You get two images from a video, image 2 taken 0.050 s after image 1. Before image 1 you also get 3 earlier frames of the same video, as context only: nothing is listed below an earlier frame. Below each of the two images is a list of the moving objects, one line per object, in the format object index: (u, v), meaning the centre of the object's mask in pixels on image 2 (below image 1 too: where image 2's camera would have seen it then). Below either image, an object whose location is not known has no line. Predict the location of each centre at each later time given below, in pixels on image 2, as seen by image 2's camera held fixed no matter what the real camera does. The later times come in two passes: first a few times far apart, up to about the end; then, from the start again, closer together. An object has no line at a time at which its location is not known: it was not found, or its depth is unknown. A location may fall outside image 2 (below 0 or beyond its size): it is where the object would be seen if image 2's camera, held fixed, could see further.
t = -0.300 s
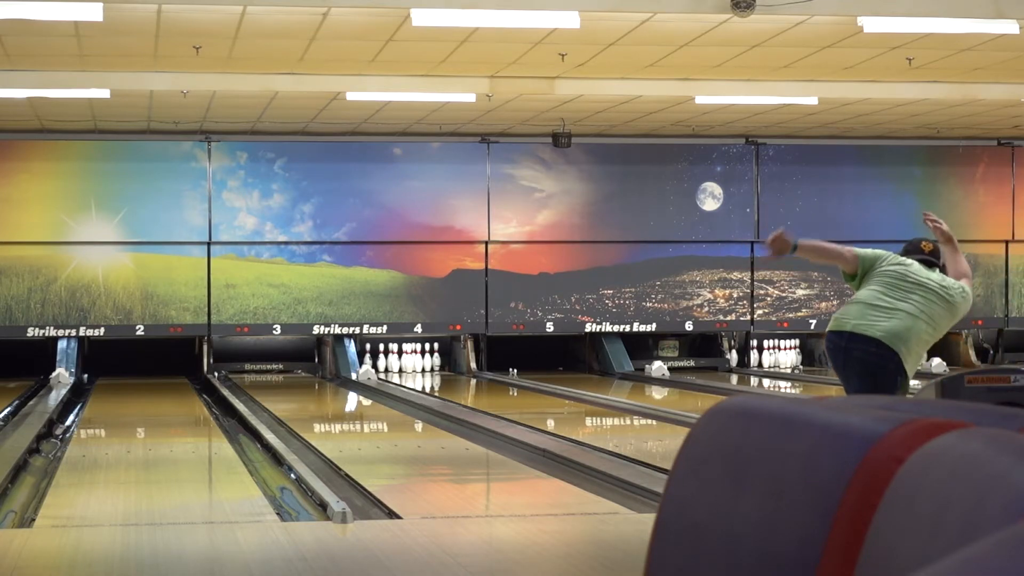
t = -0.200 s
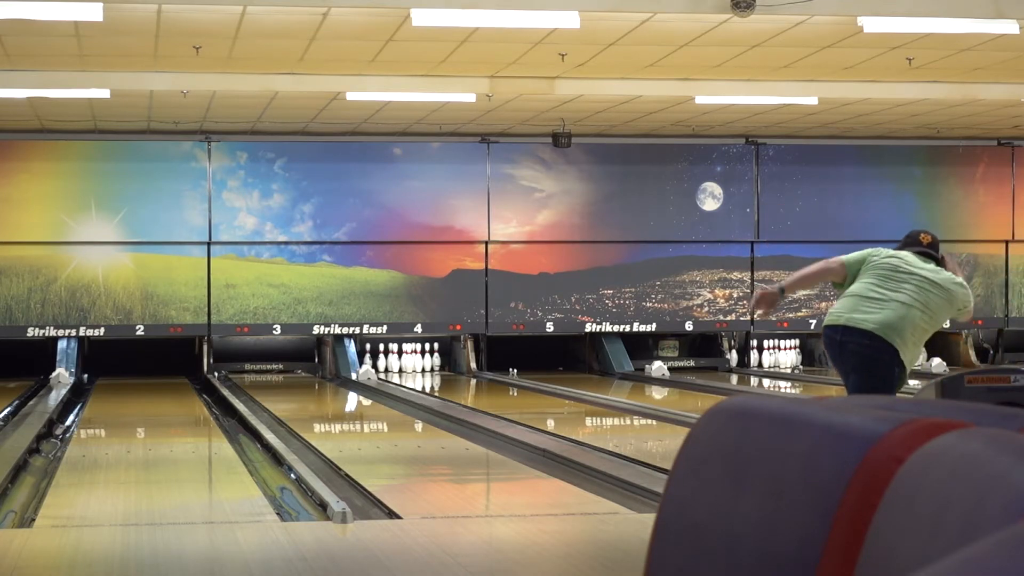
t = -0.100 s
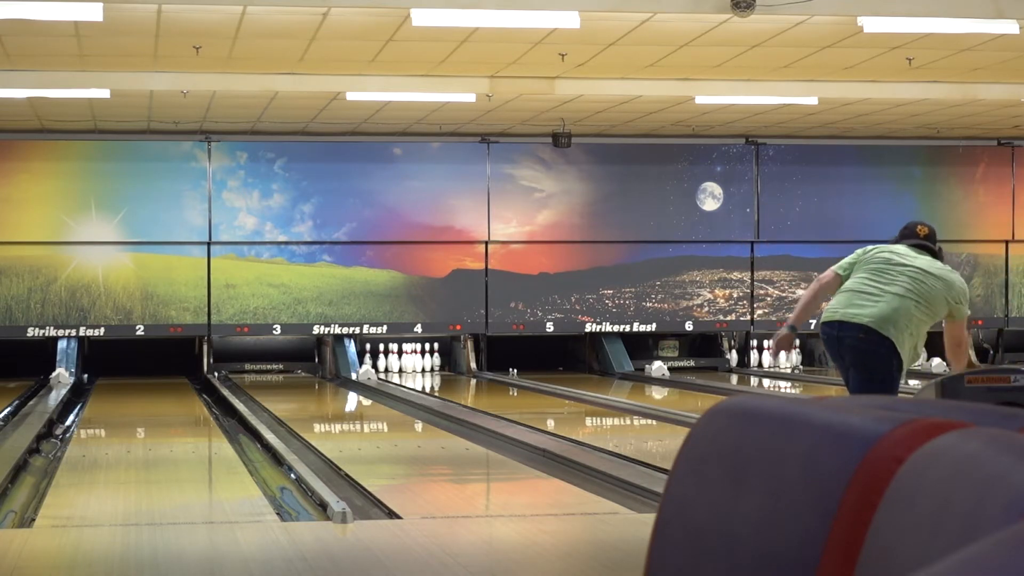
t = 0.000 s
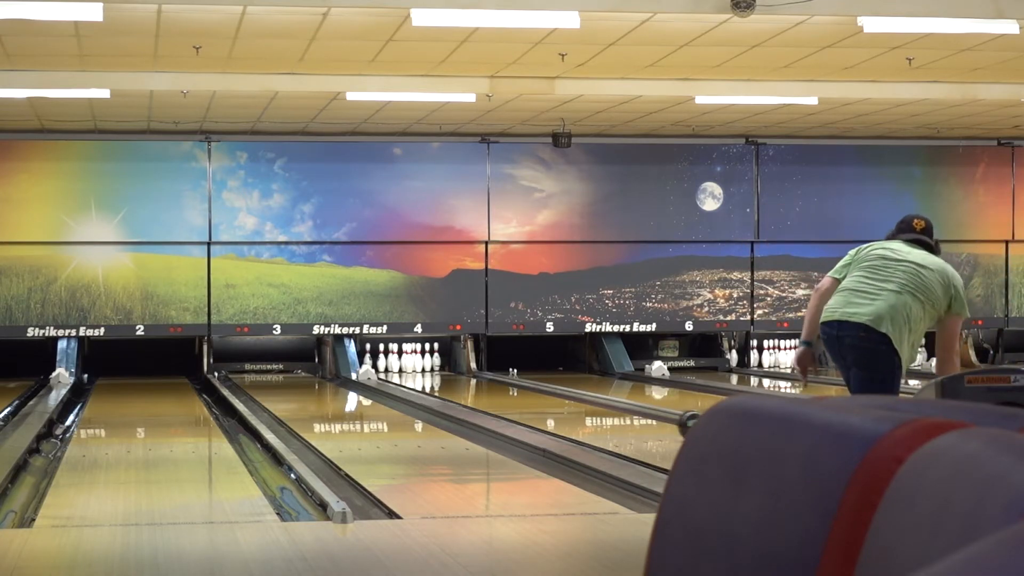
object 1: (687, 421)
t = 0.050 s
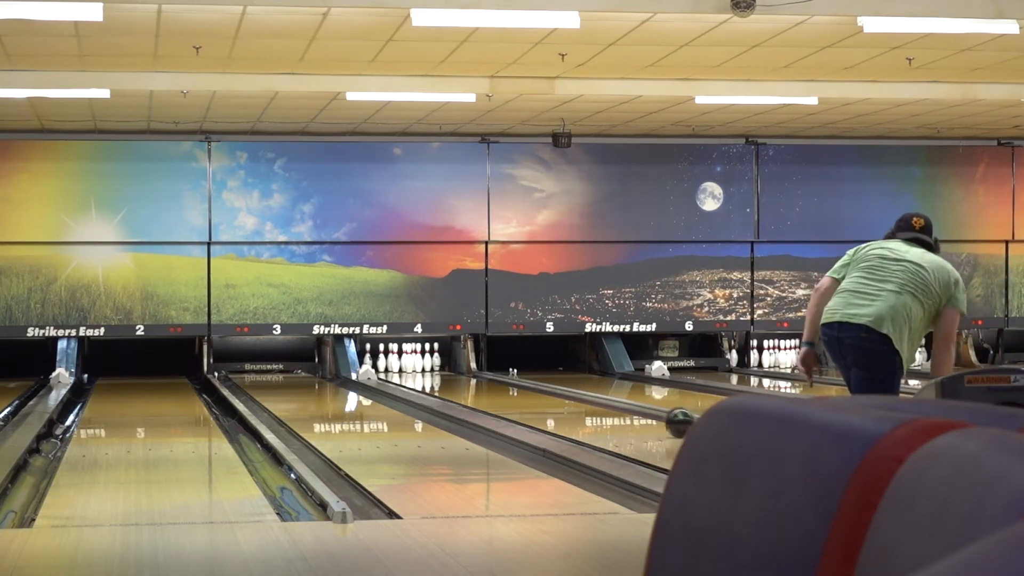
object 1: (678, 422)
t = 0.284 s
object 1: (626, 408)
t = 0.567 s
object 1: (575, 396)
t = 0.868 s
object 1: (531, 386)
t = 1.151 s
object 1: (497, 377)
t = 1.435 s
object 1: (464, 371)
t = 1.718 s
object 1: (433, 367)
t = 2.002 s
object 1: (416, 363)
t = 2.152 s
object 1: (417, 362)
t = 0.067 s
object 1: (676, 421)
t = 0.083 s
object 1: (671, 420)
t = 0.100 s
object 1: (667, 419)
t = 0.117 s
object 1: (663, 418)
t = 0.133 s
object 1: (659, 417)
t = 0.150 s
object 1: (655, 416)
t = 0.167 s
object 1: (651, 415)
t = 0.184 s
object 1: (647, 414)
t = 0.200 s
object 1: (644, 413)
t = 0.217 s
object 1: (640, 412)
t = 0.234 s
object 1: (636, 411)
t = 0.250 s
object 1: (633, 410)
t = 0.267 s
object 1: (630, 409)
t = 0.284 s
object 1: (626, 408)
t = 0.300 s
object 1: (623, 406)
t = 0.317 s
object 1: (618, 404)
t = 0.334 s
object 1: (616, 406)
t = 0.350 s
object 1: (613, 405)
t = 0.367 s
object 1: (609, 404)
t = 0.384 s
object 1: (607, 404)
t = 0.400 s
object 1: (604, 403)
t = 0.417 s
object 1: (600, 403)
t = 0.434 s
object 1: (598, 402)
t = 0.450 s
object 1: (595, 401)
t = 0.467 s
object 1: (591, 400)
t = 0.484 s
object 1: (588, 400)
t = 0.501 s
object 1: (586, 399)
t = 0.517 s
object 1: (583, 399)
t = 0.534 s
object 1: (580, 397)
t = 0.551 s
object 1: (577, 397)
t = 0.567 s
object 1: (575, 396)
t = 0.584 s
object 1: (572, 395)
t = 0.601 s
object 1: (569, 395)
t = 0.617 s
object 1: (567, 394)
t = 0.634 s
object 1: (565, 394)
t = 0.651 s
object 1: (562, 393)
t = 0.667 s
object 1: (559, 393)
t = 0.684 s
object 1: (557, 392)
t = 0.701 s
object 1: (555, 392)
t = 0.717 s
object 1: (552, 390)
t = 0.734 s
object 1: (550, 390)
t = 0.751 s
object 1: (547, 389)
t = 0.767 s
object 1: (545, 388)
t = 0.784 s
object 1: (542, 388)
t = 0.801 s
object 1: (540, 388)
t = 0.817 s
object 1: (538, 387)
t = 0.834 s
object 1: (535, 387)
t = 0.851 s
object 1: (533, 387)
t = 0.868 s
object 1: (531, 386)
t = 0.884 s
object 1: (529, 386)
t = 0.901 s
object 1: (527, 384)
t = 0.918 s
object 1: (525, 383)
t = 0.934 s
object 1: (523, 383)
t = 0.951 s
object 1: (520, 383)
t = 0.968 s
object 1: (519, 383)
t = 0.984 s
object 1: (516, 382)
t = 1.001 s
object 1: (514, 381)
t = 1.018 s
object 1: (512, 381)
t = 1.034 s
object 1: (510, 381)
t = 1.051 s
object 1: (508, 380)
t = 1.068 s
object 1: (507, 380)
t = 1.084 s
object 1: (505, 379)
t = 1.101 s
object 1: (503, 378)
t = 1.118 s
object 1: (501, 378)
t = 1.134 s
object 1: (498, 378)
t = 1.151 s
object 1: (497, 377)
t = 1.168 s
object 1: (494, 377)
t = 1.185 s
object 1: (493, 376)
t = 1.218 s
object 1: (489, 376)
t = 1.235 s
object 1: (487, 376)
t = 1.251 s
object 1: (486, 376)
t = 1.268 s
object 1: (484, 375)
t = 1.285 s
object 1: (482, 375)
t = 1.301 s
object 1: (479, 375)
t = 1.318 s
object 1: (478, 374)
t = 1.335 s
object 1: (475, 373)
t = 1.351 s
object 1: (474, 373)
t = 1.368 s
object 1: (471, 373)
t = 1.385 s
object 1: (470, 373)
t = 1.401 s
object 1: (468, 372)
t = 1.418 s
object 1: (467, 372)
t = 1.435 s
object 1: (464, 371)
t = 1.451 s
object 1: (463, 371)
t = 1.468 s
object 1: (461, 371)
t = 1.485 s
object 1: (458, 371)
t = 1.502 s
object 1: (456, 370)
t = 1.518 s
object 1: (454, 371)
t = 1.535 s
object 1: (453, 370)
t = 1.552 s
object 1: (451, 369)
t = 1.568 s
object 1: (450, 369)
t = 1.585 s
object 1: (449, 369)
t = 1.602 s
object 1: (446, 368)
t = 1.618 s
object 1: (444, 368)
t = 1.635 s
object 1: (442, 368)
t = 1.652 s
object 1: (440, 368)
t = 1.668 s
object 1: (438, 368)
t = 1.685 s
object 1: (437, 367)
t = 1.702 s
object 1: (435, 367)
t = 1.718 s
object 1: (433, 367)
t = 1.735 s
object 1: (431, 366)
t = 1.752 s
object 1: (428, 366)
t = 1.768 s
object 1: (427, 366)
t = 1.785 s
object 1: (425, 366)
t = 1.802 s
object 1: (423, 365)
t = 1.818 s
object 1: (421, 365)
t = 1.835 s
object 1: (420, 365)
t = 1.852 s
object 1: (418, 365)
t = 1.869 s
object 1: (418, 365)
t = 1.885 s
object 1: (417, 364)
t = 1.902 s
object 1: (417, 364)
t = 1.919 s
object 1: (417, 364)
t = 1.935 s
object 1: (417, 364)
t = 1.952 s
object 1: (416, 364)
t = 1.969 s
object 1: (416, 363)
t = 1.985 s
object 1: (416, 364)
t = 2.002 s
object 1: (416, 363)
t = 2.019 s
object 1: (416, 363)
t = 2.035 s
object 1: (416, 363)
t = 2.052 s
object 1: (416, 363)
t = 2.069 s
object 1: (417, 363)
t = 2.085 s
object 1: (417, 363)
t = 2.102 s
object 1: (416, 363)
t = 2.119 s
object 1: (416, 363)
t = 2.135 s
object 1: (417, 362)
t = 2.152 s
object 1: (417, 362)
